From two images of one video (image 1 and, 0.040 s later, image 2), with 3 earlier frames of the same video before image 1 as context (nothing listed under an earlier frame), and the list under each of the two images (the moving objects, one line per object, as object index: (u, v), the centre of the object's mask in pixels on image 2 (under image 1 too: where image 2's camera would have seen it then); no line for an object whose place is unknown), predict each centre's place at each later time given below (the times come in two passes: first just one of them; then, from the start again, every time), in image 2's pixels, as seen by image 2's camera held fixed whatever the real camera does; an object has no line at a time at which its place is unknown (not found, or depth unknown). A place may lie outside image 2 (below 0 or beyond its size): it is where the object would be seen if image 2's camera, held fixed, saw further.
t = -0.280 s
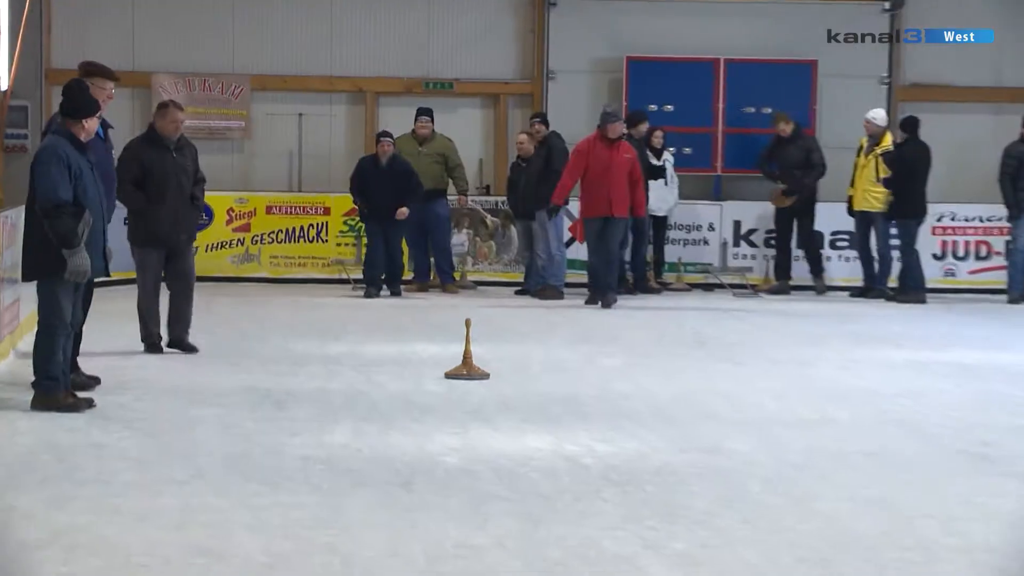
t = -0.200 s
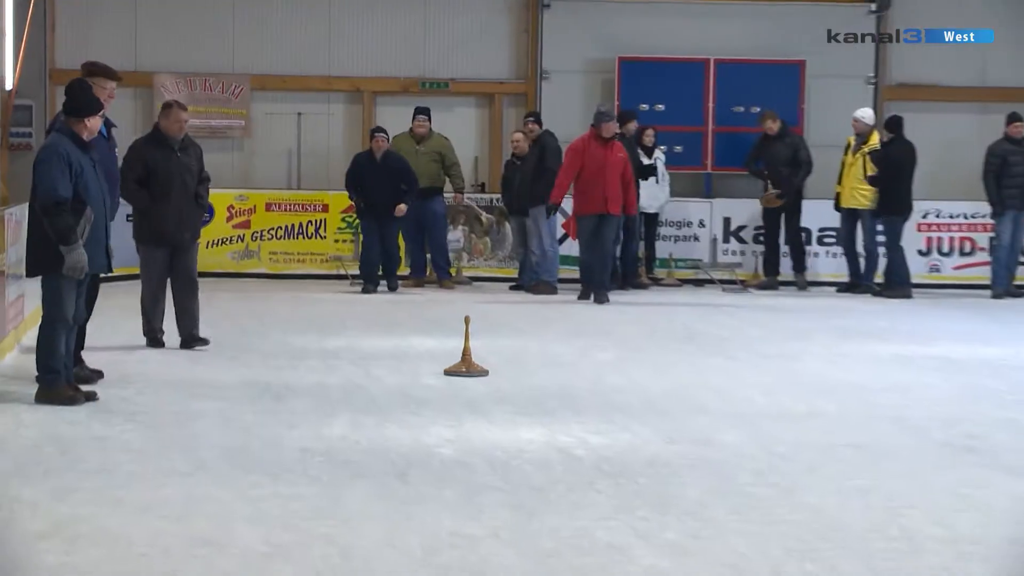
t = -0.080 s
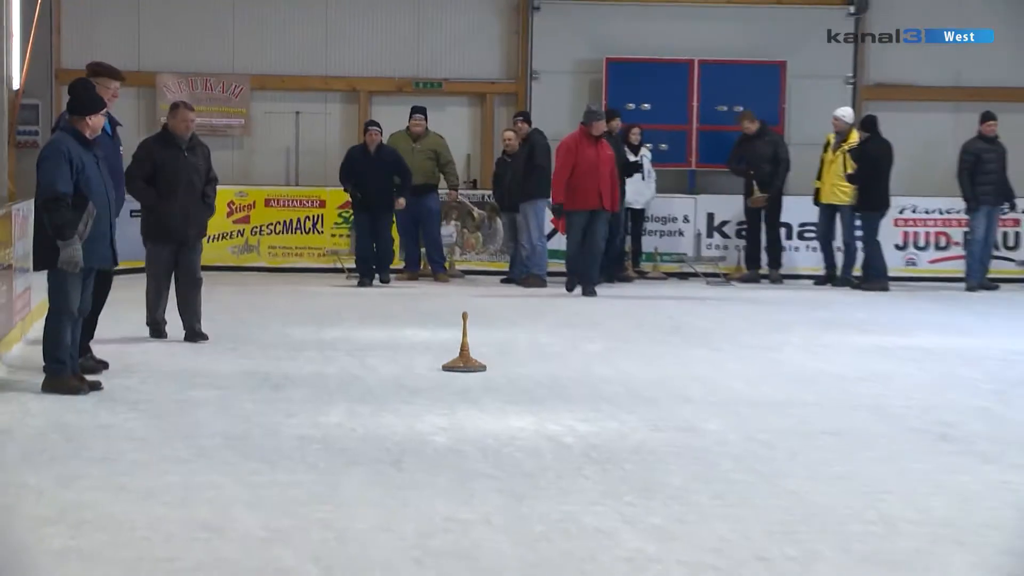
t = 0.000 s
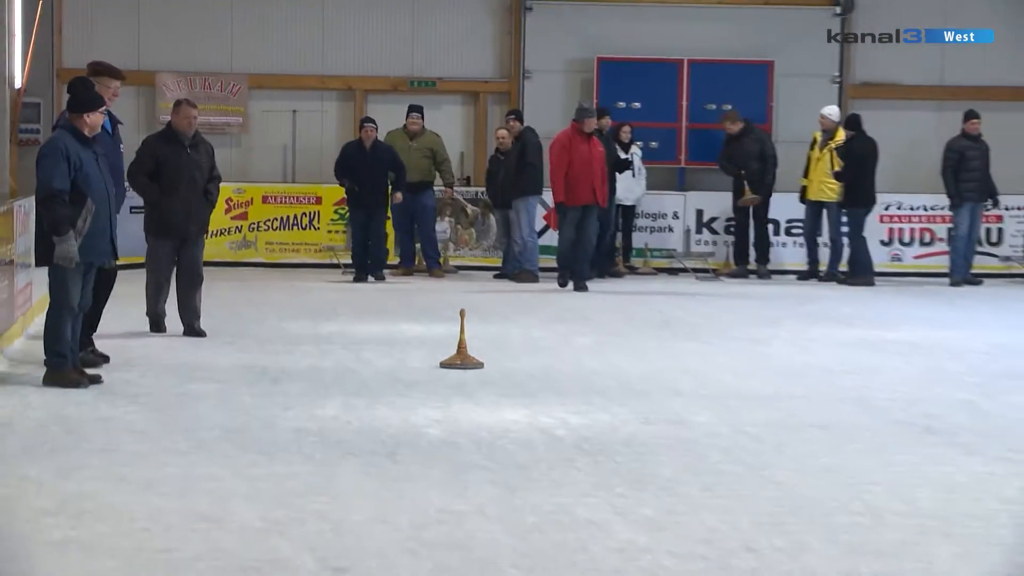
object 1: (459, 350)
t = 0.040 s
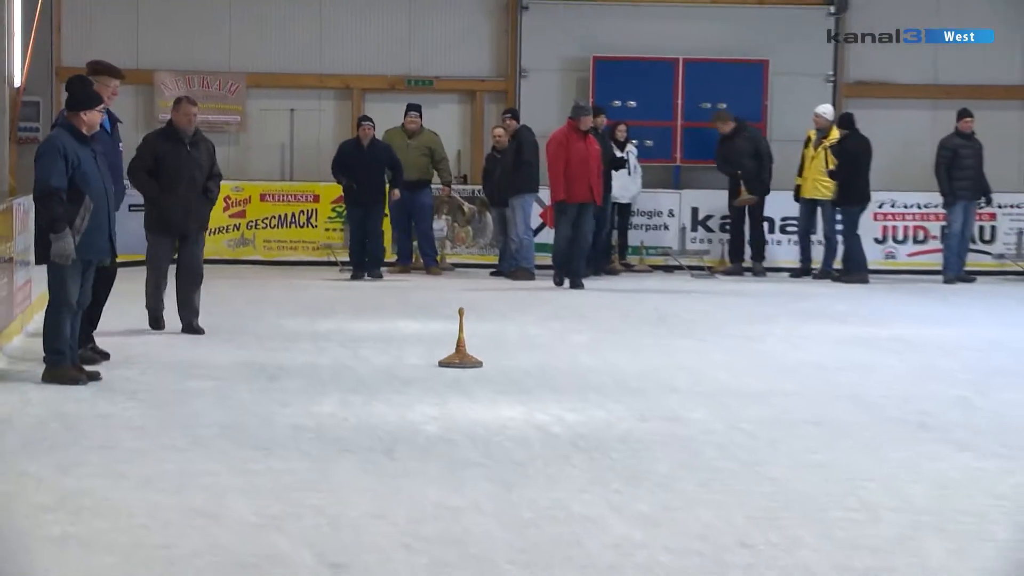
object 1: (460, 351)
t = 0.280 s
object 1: (471, 359)
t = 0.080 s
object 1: (462, 353)
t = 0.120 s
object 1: (464, 354)
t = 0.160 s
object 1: (465, 355)
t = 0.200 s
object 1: (467, 356)
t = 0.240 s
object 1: (469, 358)
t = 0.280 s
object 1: (471, 359)
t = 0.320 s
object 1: (473, 361)
